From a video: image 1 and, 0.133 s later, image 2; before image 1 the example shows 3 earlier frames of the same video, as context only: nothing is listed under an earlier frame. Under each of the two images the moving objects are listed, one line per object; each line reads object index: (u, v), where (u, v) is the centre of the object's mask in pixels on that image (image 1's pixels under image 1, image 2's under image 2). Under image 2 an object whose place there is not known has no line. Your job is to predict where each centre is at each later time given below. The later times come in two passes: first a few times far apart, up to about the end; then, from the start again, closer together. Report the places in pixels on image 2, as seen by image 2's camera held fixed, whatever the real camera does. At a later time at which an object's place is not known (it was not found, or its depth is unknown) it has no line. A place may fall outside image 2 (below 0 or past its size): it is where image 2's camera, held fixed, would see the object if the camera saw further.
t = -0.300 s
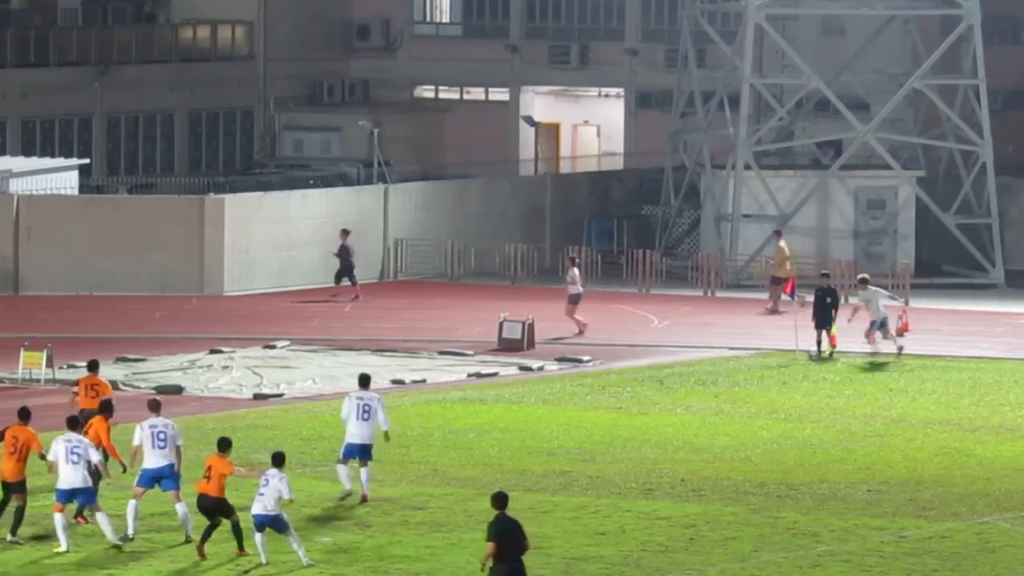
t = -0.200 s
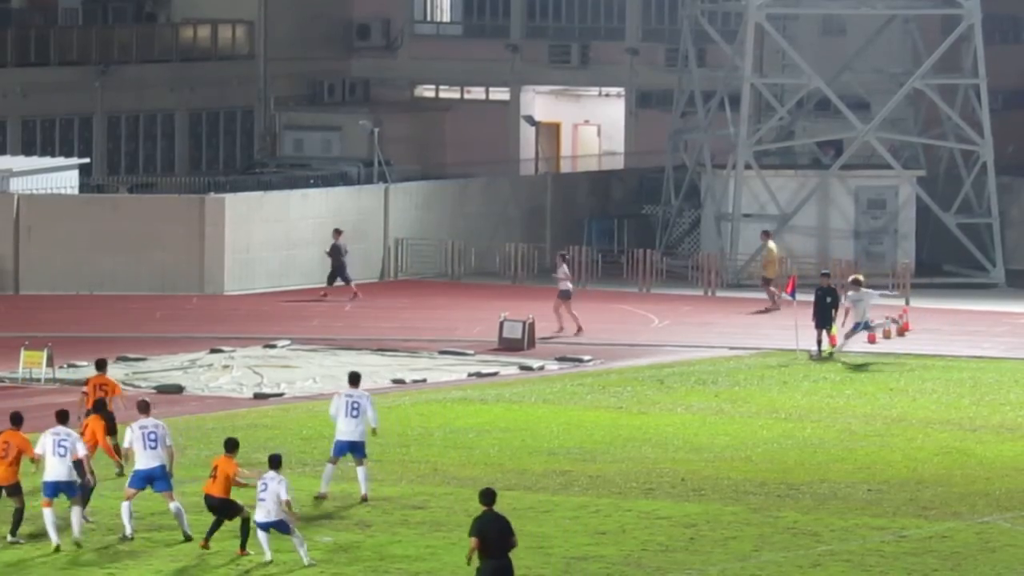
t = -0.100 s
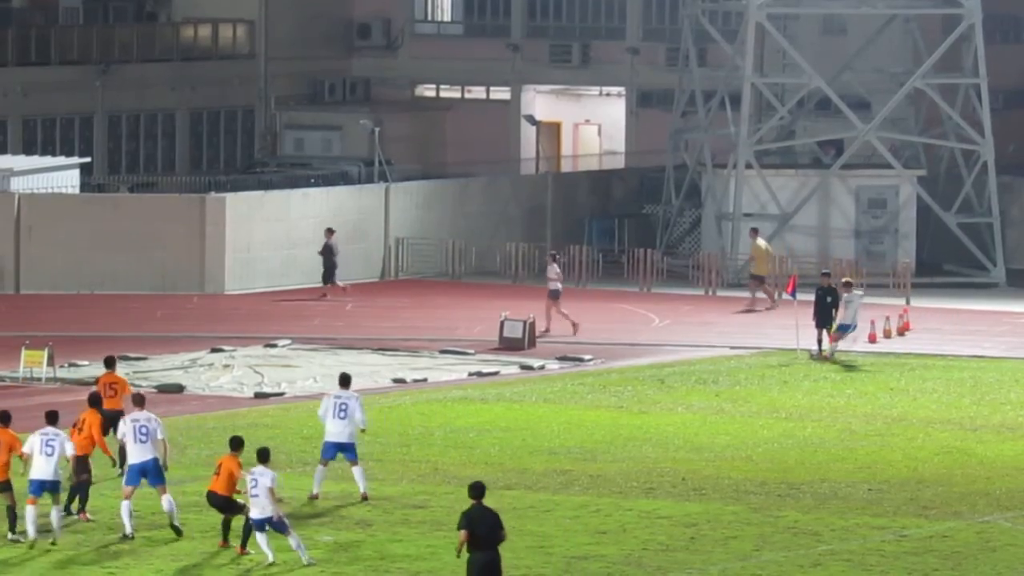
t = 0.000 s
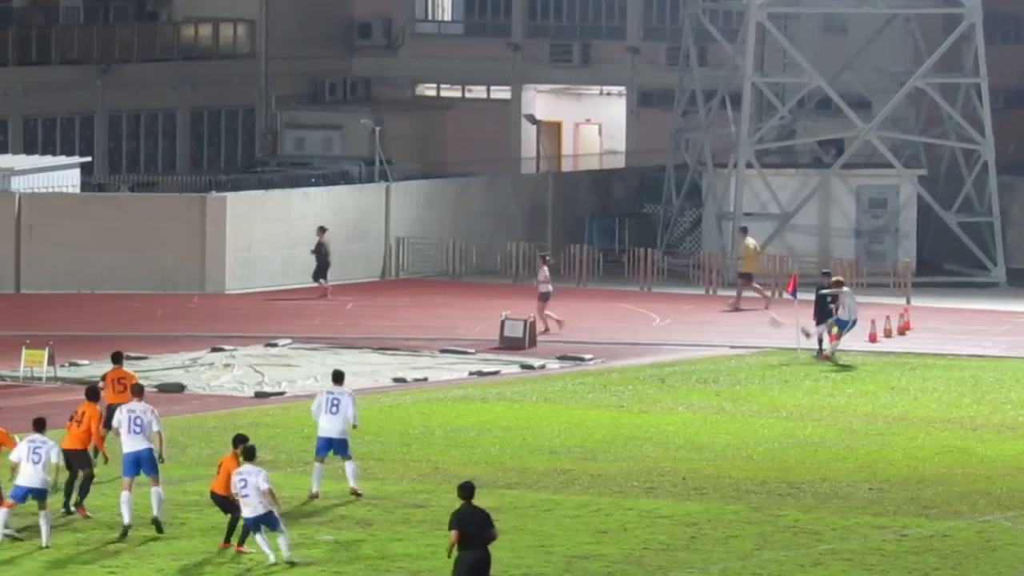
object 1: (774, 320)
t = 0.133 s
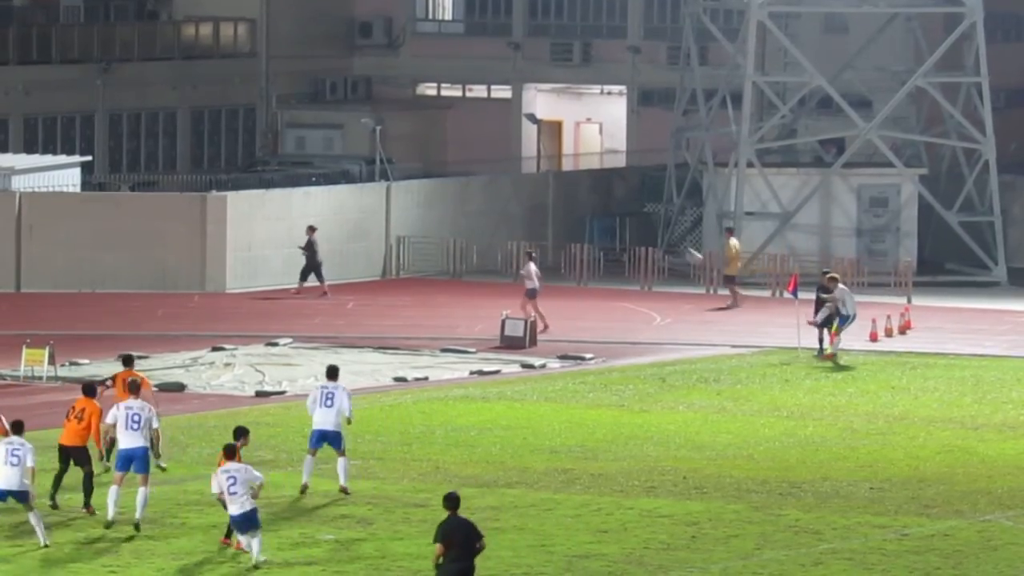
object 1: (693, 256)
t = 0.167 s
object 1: (673, 243)
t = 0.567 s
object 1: (461, 129)
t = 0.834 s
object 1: (335, 115)
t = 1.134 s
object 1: (205, 163)
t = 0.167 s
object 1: (673, 243)
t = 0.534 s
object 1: (477, 134)
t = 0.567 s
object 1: (461, 129)
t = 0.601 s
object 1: (444, 125)
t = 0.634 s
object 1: (427, 121)
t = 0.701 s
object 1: (395, 114)
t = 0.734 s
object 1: (380, 114)
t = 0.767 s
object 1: (364, 114)
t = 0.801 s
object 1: (349, 114)
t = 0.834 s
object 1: (335, 115)
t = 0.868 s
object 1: (320, 116)
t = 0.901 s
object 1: (304, 119)
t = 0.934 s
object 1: (290, 122)
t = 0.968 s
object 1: (275, 127)
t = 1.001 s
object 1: (261, 133)
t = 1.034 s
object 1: (247, 139)
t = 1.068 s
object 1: (233, 146)
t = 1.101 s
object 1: (218, 154)
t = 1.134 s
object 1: (205, 163)
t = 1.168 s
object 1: (192, 173)
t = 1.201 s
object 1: (178, 183)
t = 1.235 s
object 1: (163, 195)
